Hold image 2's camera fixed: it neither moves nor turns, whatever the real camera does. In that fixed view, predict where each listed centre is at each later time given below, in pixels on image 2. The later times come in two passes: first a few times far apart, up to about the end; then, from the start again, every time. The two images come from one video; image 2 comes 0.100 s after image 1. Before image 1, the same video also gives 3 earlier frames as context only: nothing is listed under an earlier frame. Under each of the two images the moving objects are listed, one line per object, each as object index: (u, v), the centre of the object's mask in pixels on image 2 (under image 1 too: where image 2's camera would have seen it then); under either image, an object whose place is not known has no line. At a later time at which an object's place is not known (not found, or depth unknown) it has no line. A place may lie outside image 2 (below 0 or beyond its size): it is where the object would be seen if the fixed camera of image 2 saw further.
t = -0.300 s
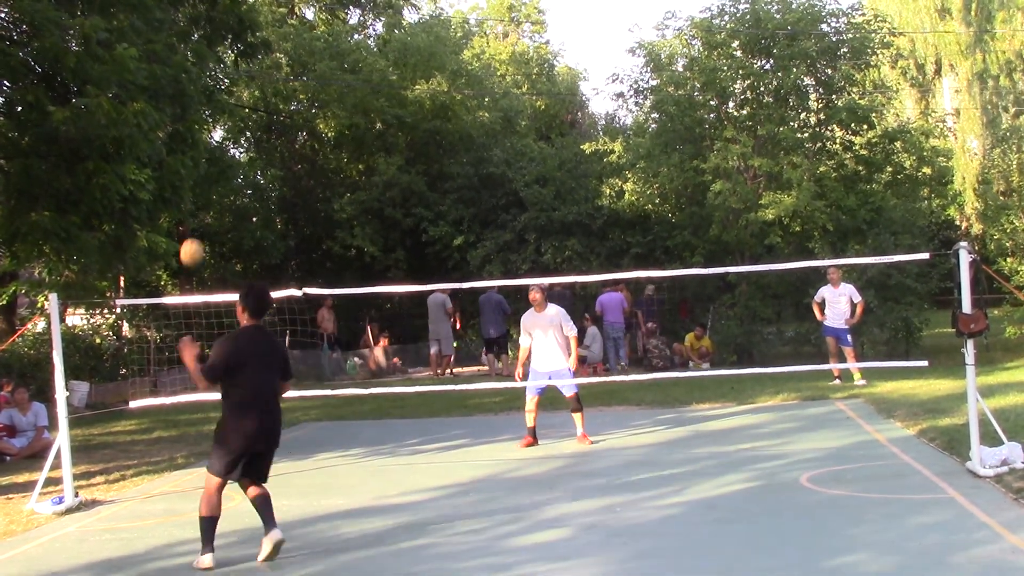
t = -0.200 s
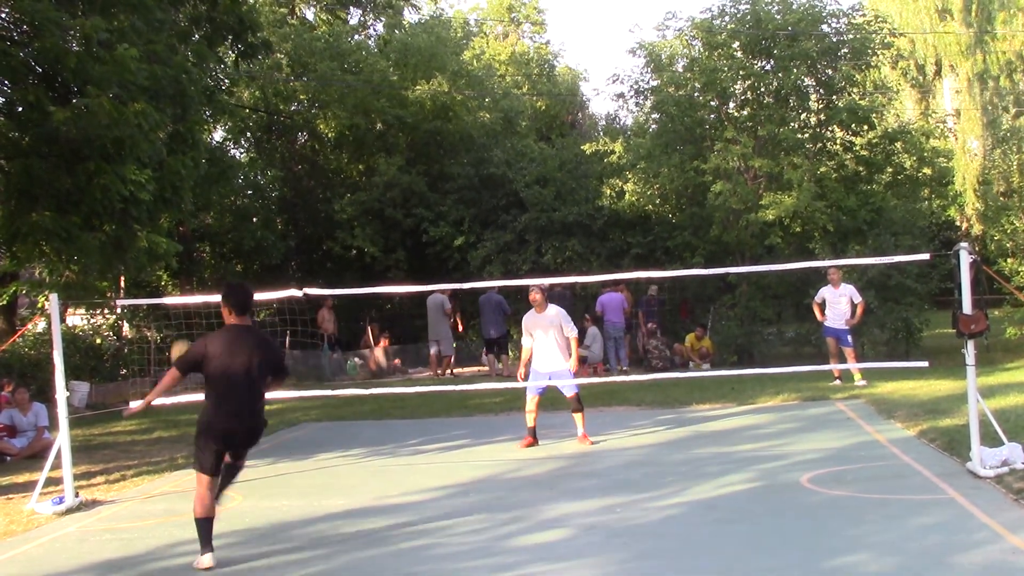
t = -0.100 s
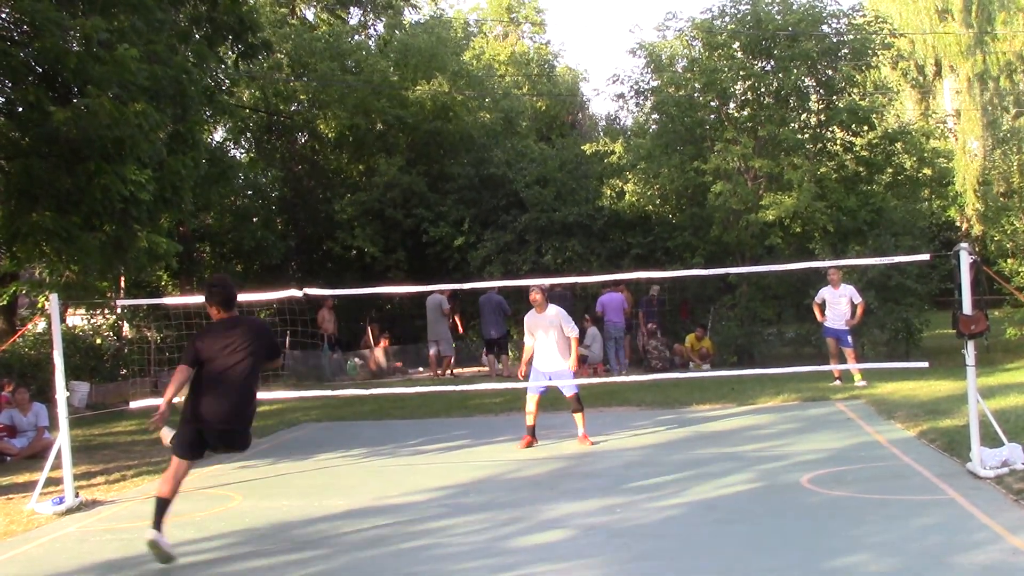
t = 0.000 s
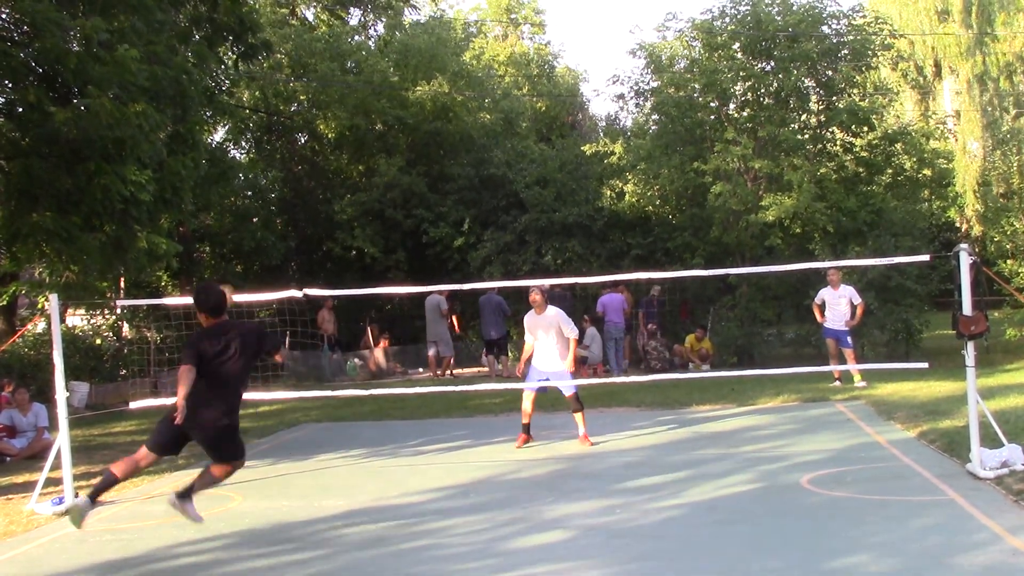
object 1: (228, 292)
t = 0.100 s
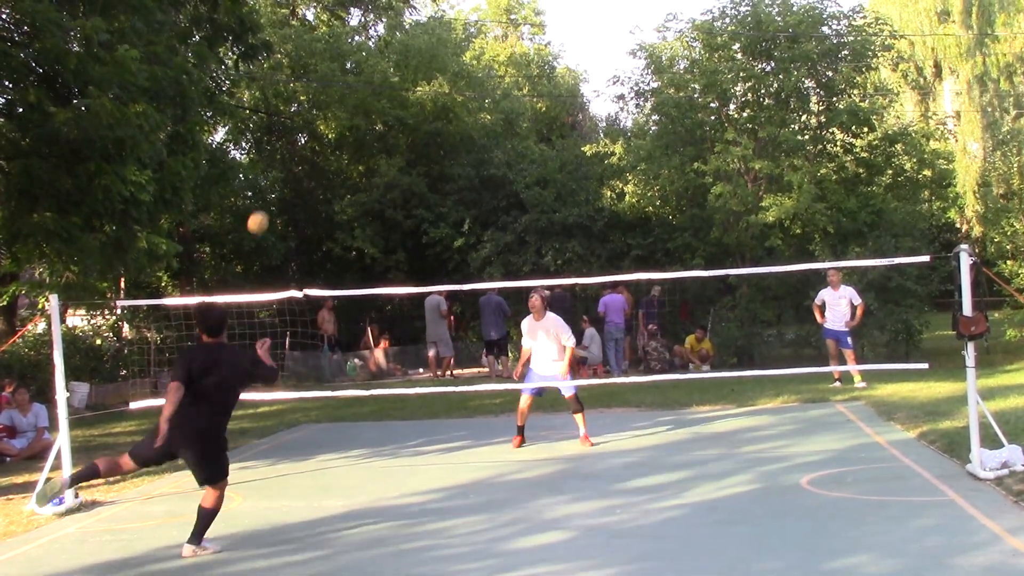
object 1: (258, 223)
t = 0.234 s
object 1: (300, 154)
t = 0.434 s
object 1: (356, 106)
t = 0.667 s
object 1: (414, 121)
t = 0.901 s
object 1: (465, 193)
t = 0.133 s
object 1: (269, 202)
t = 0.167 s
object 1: (279, 184)
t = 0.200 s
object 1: (290, 168)
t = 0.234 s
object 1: (300, 154)
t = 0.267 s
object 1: (310, 141)
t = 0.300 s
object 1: (319, 130)
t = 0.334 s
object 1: (328, 122)
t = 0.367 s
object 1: (337, 115)
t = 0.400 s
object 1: (347, 110)
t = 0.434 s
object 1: (356, 106)
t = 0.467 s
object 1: (365, 104)
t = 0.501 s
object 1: (374, 104)
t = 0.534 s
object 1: (382, 105)
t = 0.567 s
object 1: (390, 107)
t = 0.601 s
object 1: (398, 110)
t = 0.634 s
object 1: (406, 115)
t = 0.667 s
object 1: (414, 121)
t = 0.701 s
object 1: (422, 128)
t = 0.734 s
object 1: (429, 137)
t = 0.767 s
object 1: (437, 146)
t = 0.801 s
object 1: (444, 156)
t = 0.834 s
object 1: (451, 168)
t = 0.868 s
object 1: (458, 180)
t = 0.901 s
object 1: (465, 193)
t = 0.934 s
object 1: (472, 208)
